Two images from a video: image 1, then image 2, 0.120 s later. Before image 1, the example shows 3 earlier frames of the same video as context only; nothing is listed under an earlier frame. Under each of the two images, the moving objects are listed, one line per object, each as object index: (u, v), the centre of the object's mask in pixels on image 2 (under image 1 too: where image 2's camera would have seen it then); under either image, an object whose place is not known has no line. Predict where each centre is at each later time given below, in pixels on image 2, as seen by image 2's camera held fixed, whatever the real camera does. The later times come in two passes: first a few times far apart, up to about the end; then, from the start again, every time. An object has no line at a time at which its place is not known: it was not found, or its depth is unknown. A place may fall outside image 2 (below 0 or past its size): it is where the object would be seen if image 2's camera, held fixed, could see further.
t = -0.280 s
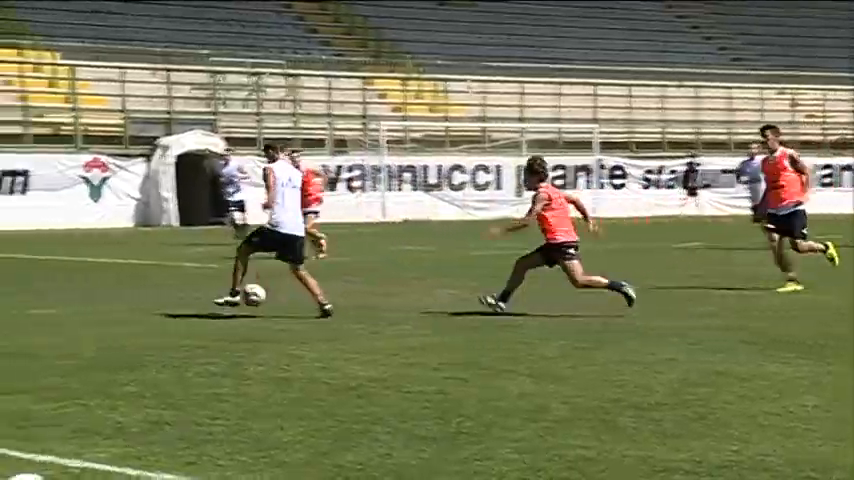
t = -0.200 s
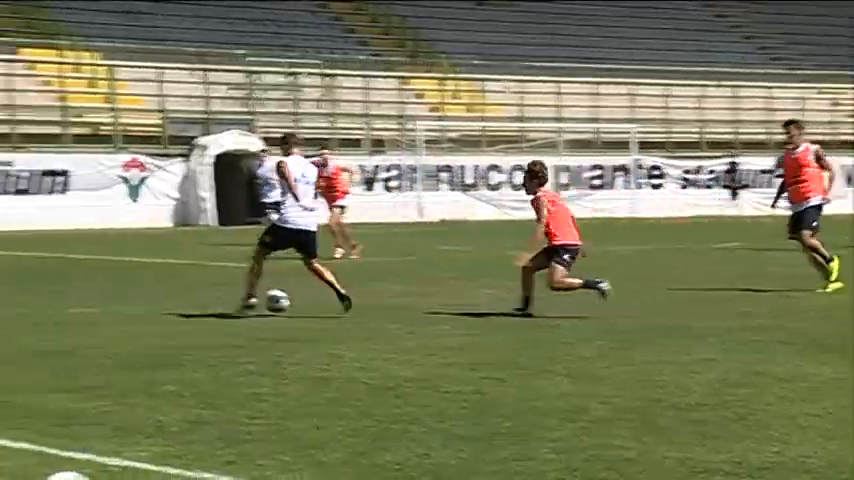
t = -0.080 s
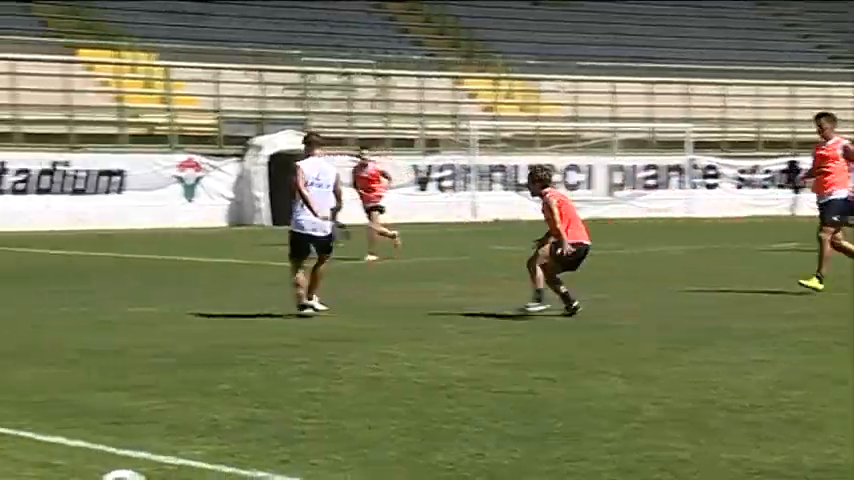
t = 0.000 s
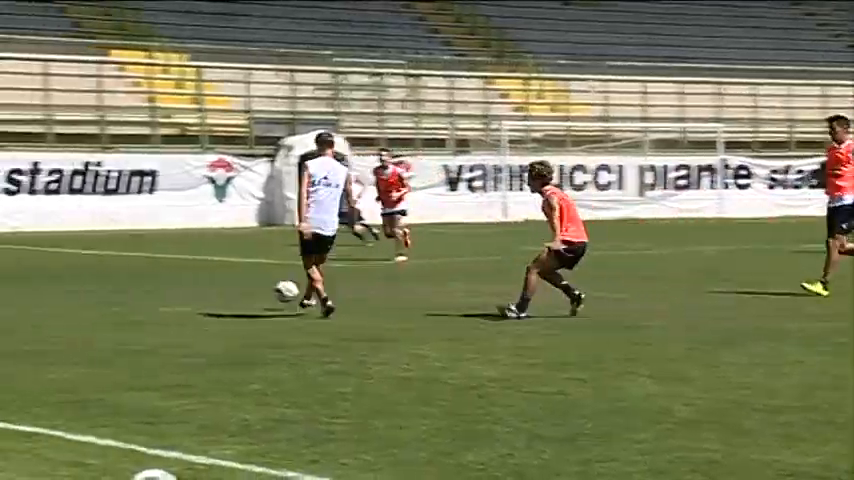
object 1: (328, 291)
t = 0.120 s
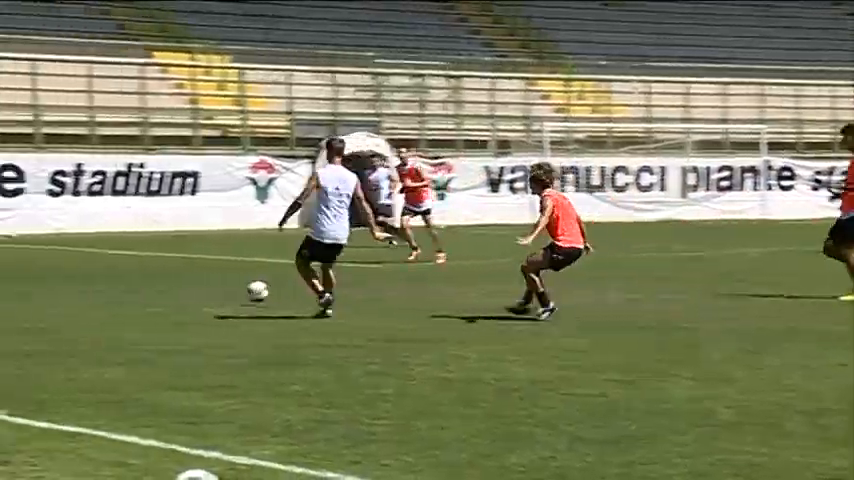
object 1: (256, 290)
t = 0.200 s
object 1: (215, 291)
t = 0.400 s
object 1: (128, 285)
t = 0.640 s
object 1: (49, 277)
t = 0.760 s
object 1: (17, 276)
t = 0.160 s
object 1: (233, 292)
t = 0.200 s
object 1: (215, 291)
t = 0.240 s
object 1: (197, 287)
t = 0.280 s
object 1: (179, 285)
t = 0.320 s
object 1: (159, 286)
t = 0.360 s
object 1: (143, 286)
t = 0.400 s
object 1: (128, 285)
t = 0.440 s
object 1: (114, 281)
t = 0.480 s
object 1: (99, 280)
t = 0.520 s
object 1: (86, 280)
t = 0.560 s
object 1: (71, 280)
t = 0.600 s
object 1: (60, 279)
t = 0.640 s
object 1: (49, 277)
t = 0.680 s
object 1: (38, 275)
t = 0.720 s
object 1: (28, 275)
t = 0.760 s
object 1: (17, 276)
